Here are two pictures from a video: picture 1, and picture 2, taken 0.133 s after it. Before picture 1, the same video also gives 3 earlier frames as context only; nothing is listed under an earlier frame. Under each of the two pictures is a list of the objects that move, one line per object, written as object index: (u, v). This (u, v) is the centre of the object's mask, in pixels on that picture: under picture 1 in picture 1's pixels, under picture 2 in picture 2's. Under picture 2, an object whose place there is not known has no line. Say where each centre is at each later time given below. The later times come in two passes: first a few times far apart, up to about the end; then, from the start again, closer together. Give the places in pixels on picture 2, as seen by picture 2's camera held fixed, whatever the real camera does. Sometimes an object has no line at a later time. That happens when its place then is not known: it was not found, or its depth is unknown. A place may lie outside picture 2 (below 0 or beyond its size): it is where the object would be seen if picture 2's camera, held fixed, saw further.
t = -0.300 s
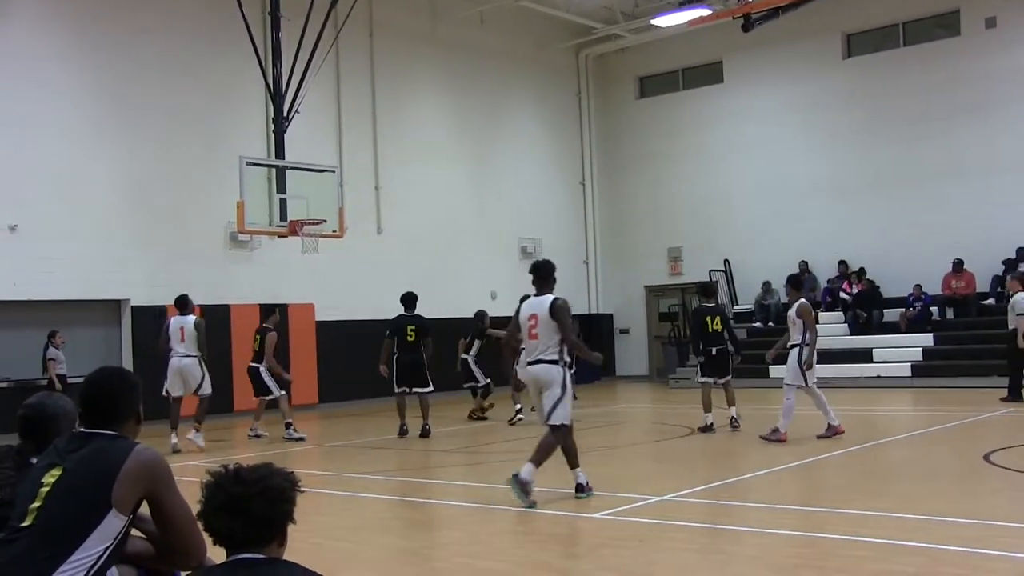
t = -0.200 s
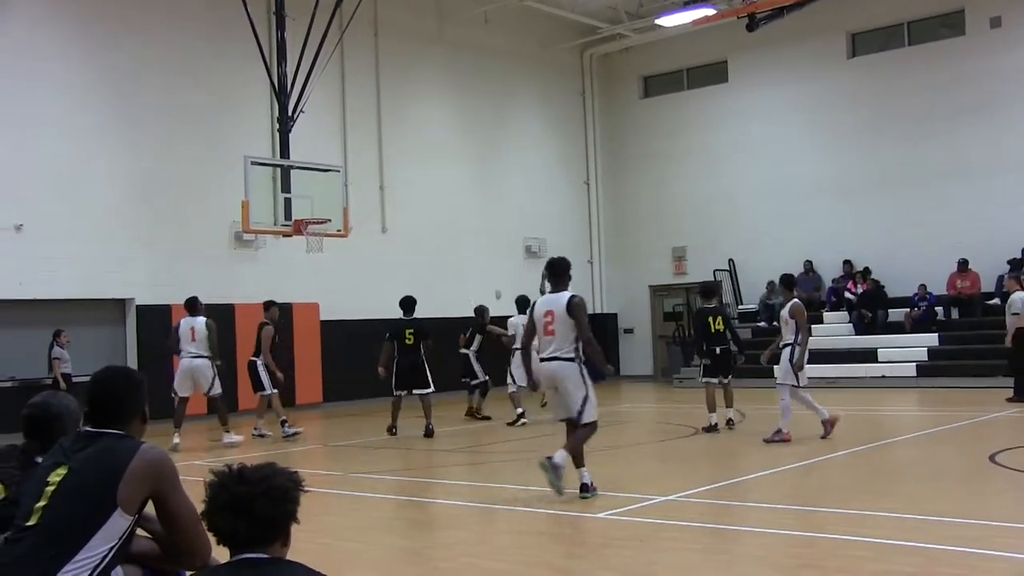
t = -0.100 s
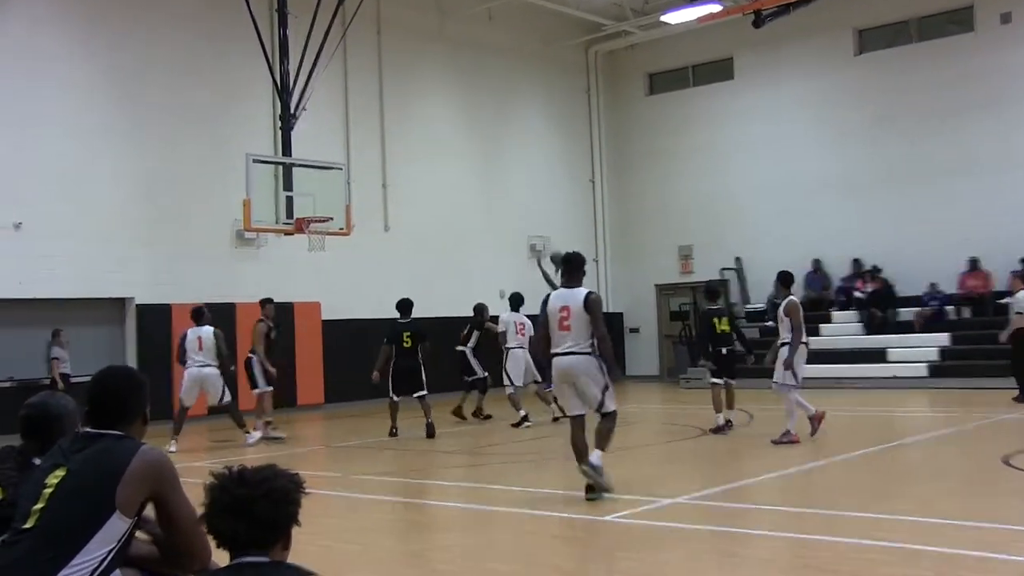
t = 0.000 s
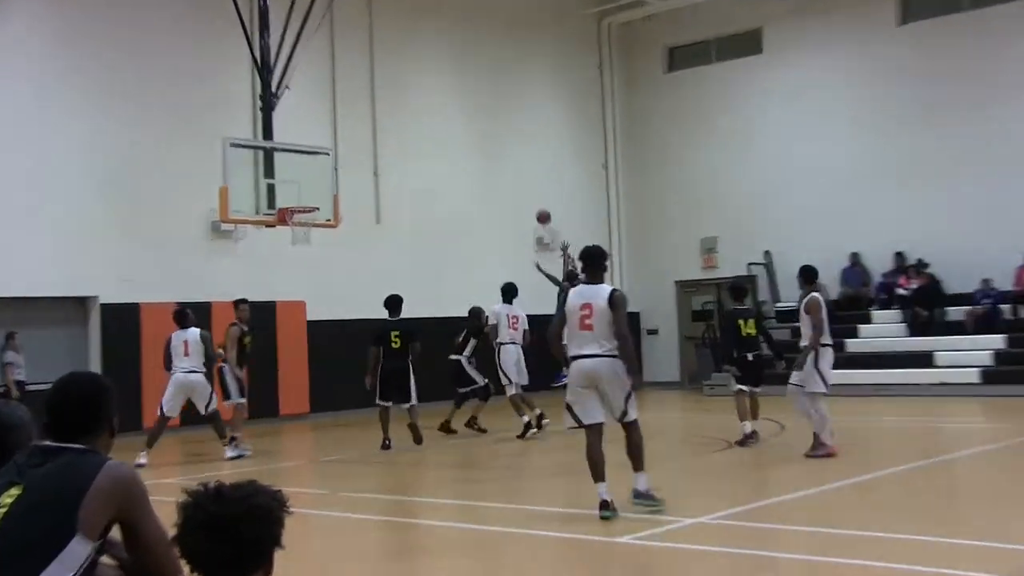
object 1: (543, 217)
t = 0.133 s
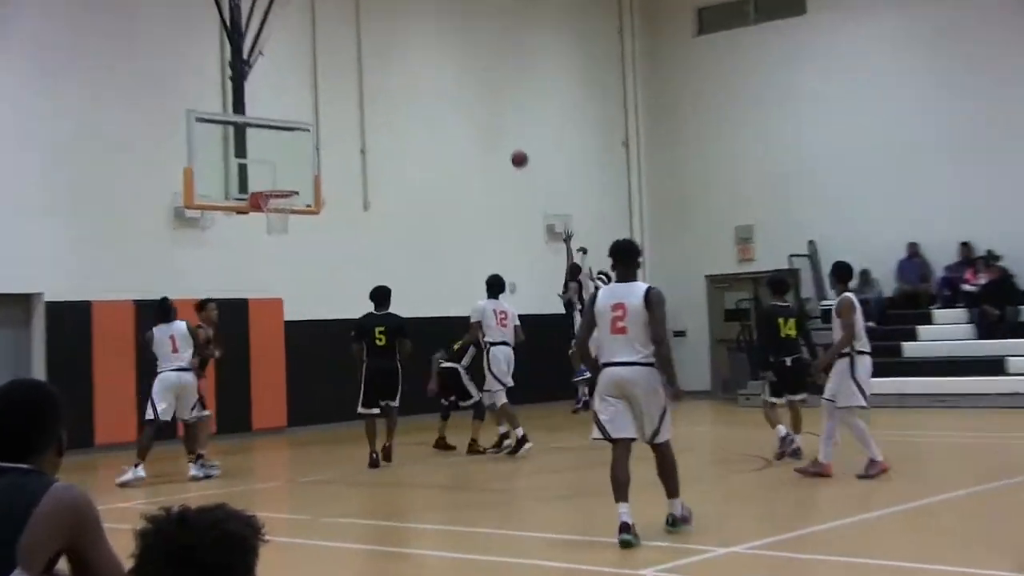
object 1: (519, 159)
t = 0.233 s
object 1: (492, 139)
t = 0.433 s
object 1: (434, 106)
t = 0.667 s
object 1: (367, 105)
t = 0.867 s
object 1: (310, 142)
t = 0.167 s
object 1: (511, 149)
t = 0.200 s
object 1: (501, 146)
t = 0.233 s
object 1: (492, 139)
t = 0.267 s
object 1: (482, 131)
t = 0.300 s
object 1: (472, 125)
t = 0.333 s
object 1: (461, 120)
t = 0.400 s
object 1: (442, 111)
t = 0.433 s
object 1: (434, 106)
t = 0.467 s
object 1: (425, 104)
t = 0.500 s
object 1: (415, 102)
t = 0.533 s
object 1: (406, 101)
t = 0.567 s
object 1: (397, 100)
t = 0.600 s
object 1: (387, 101)
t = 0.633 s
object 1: (377, 102)
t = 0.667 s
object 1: (367, 105)
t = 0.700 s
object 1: (358, 109)
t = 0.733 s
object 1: (348, 114)
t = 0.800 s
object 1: (329, 126)
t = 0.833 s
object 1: (319, 133)
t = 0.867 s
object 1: (310, 142)
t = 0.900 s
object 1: (299, 151)
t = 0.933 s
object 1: (290, 162)
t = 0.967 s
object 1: (280, 173)
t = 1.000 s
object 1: (270, 185)
